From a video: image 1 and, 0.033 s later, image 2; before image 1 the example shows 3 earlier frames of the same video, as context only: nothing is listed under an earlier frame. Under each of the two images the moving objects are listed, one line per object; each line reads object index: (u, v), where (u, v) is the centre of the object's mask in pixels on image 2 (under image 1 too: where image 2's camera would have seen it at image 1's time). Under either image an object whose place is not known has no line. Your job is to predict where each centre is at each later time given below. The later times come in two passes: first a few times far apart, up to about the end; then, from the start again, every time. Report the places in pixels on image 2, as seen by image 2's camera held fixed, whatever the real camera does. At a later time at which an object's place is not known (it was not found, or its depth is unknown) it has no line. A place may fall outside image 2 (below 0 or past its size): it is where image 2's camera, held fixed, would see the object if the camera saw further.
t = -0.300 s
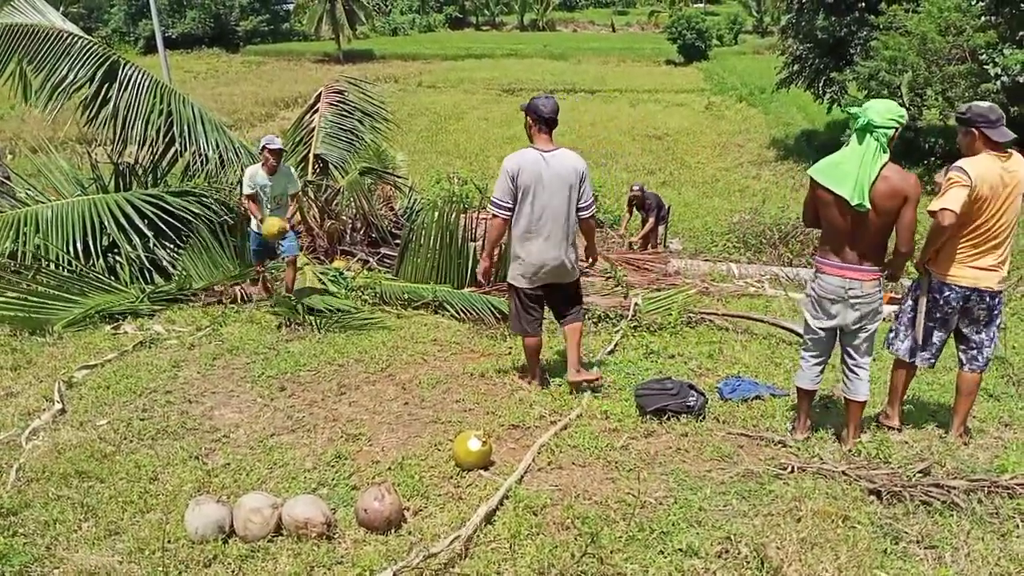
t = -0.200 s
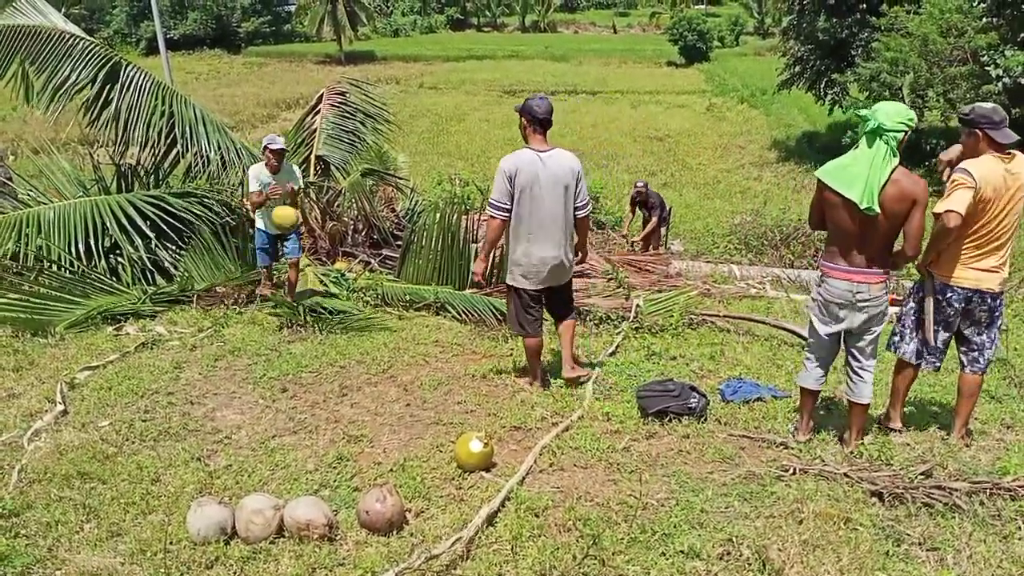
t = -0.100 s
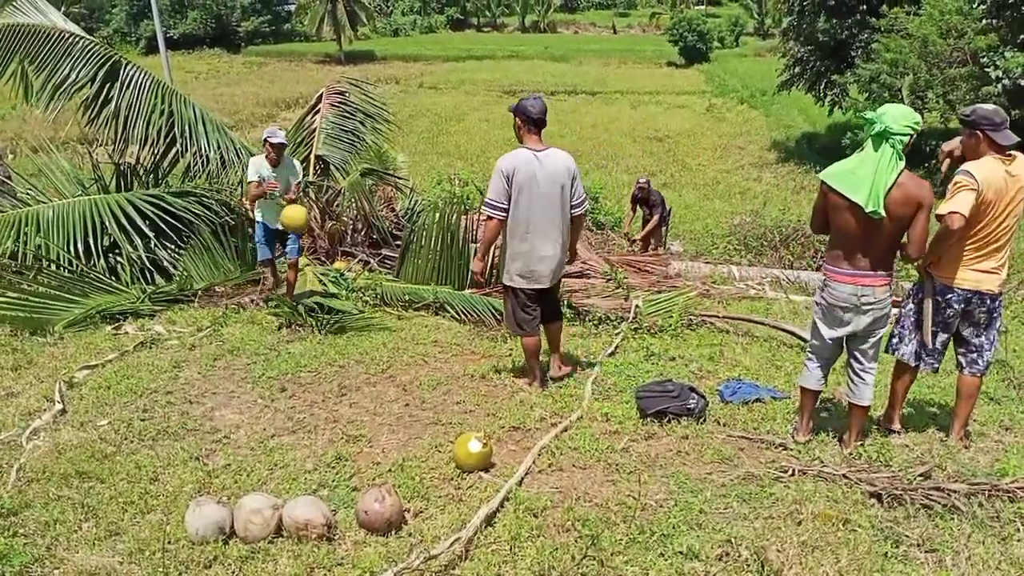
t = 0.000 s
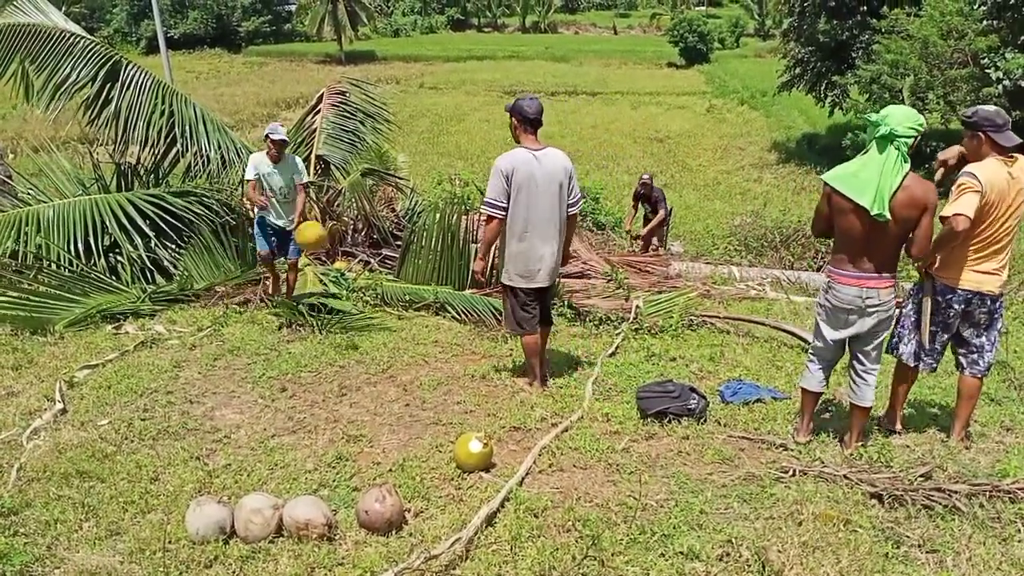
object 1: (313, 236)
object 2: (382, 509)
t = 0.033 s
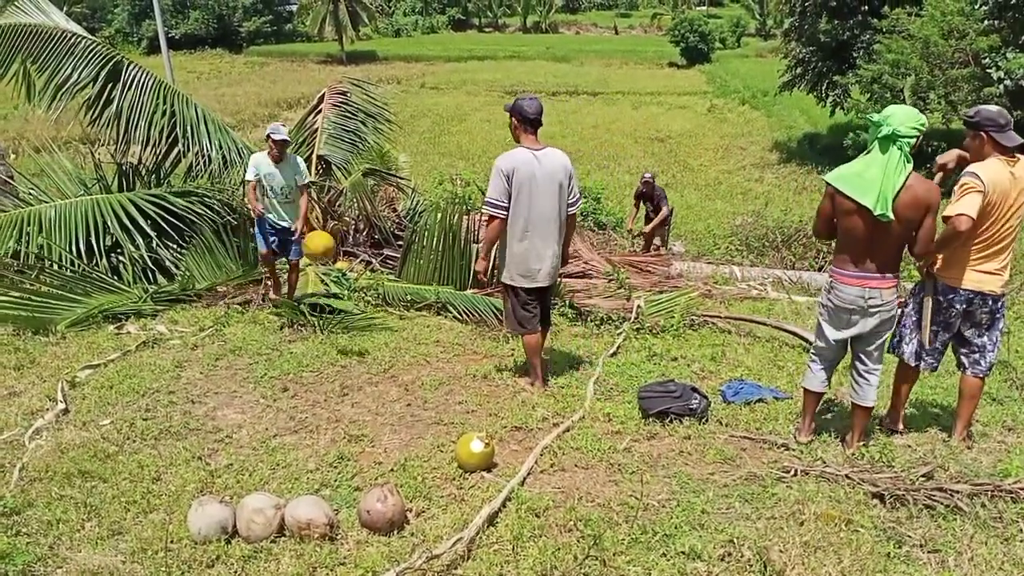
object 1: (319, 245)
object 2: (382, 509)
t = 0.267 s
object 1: (371, 396)
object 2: (382, 509)
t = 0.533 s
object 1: (388, 399)
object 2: (382, 509)
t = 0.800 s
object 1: (407, 483)
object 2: (379, 511)
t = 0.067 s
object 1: (325, 258)
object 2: (382, 509)
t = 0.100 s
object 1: (333, 274)
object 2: (382, 509)
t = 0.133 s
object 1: (339, 291)
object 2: (382, 509)
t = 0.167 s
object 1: (346, 313)
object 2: (382, 509)
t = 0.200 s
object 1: (354, 336)
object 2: (382, 509)
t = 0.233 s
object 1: (363, 364)
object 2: (382, 509)
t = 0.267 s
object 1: (371, 396)
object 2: (382, 509)
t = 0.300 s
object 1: (380, 429)
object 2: (382, 509)
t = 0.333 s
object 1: (381, 421)
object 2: (382, 509)
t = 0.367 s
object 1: (383, 411)
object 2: (382, 509)
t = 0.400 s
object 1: (383, 404)
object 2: (382, 509)
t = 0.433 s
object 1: (384, 400)
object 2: (382, 509)
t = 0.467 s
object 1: (385, 397)
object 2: (382, 509)
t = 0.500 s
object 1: (386, 396)
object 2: (382, 509)
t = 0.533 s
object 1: (388, 399)
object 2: (382, 509)
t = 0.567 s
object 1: (389, 404)
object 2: (382, 509)
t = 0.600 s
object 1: (392, 411)
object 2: (382, 509)
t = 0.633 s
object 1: (392, 420)
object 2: (382, 509)
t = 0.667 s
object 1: (395, 432)
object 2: (382, 509)
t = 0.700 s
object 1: (397, 446)
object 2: (382, 509)
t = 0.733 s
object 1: (400, 463)
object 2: (382, 509)
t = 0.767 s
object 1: (407, 481)
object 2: (381, 510)
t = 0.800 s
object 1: (407, 483)
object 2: (379, 511)
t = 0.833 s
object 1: (406, 485)
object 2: (378, 513)
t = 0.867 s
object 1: (408, 490)
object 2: (375, 516)
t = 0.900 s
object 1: (409, 495)
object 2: (371, 520)
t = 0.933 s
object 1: (410, 503)
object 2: (369, 524)
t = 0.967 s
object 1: (411, 507)
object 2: (366, 527)
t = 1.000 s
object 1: (412, 509)
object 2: (362, 529)
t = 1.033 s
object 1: (412, 512)
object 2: (359, 528)
